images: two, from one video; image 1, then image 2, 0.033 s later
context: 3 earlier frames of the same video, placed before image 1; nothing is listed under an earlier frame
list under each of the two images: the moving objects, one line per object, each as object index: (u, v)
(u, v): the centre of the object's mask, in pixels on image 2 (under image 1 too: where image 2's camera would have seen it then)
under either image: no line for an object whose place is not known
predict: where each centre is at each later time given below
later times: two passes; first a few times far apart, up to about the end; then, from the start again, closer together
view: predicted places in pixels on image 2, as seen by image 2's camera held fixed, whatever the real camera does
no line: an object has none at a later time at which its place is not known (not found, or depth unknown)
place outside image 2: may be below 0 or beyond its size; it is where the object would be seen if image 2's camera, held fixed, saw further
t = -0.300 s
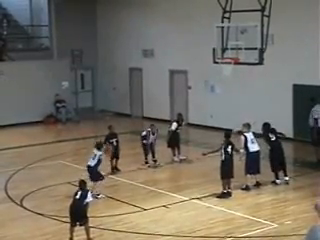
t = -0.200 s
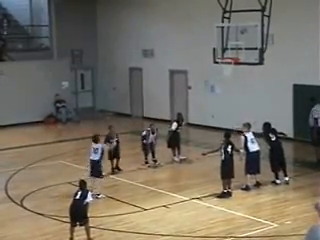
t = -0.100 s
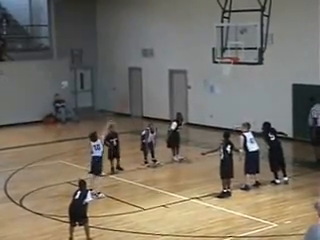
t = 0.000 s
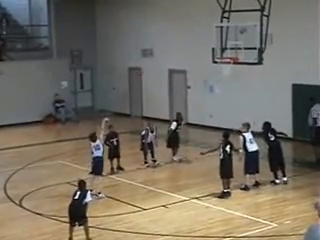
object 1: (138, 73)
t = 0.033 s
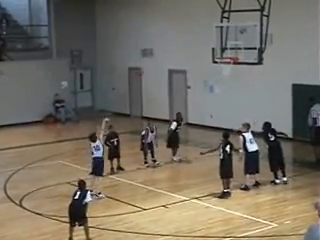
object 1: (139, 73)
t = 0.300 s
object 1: (167, 36)
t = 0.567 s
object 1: (193, 29)
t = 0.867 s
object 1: (217, 52)
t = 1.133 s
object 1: (232, 77)
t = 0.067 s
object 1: (141, 68)
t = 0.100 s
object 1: (146, 61)
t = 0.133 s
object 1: (149, 54)
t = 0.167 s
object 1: (153, 51)
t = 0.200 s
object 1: (156, 46)
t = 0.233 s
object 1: (160, 43)
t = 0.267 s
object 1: (163, 39)
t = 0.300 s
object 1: (167, 36)
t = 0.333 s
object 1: (170, 34)
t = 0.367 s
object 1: (173, 32)
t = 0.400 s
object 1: (177, 31)
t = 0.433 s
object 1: (180, 30)
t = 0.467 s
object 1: (183, 29)
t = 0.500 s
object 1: (187, 29)
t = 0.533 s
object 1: (190, 29)
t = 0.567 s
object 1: (193, 29)
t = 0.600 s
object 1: (196, 30)
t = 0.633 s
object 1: (200, 32)
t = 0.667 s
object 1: (202, 34)
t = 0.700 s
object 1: (206, 36)
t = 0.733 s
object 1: (209, 39)
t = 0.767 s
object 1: (211, 42)
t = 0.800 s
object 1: (214, 45)
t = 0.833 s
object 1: (217, 49)
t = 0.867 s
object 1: (217, 52)
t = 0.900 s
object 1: (225, 57)
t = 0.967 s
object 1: (230, 67)
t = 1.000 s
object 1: (230, 68)
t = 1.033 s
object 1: (230, 69)
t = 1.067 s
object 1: (231, 72)
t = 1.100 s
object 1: (232, 75)
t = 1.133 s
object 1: (232, 77)
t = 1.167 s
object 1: (233, 81)
